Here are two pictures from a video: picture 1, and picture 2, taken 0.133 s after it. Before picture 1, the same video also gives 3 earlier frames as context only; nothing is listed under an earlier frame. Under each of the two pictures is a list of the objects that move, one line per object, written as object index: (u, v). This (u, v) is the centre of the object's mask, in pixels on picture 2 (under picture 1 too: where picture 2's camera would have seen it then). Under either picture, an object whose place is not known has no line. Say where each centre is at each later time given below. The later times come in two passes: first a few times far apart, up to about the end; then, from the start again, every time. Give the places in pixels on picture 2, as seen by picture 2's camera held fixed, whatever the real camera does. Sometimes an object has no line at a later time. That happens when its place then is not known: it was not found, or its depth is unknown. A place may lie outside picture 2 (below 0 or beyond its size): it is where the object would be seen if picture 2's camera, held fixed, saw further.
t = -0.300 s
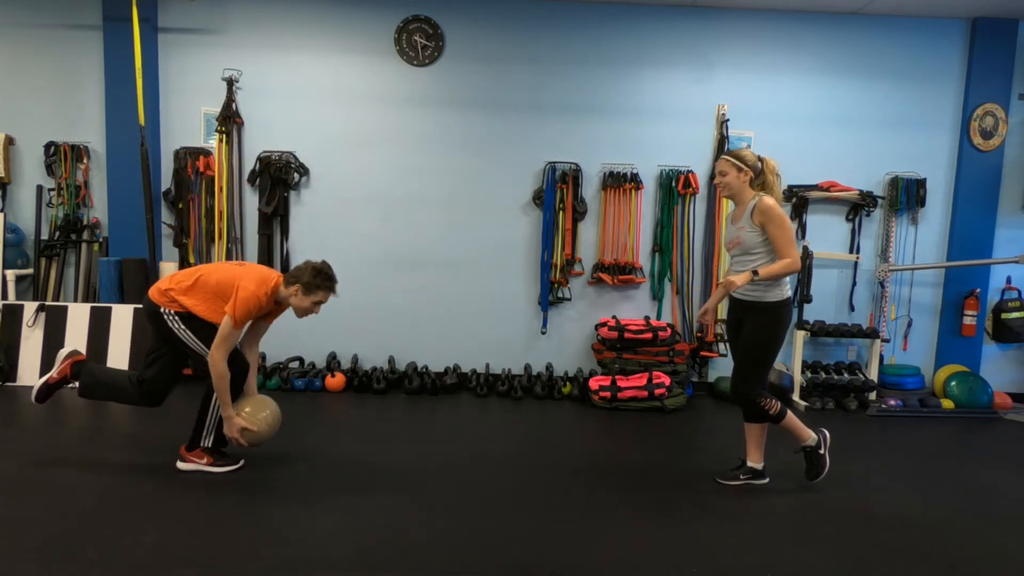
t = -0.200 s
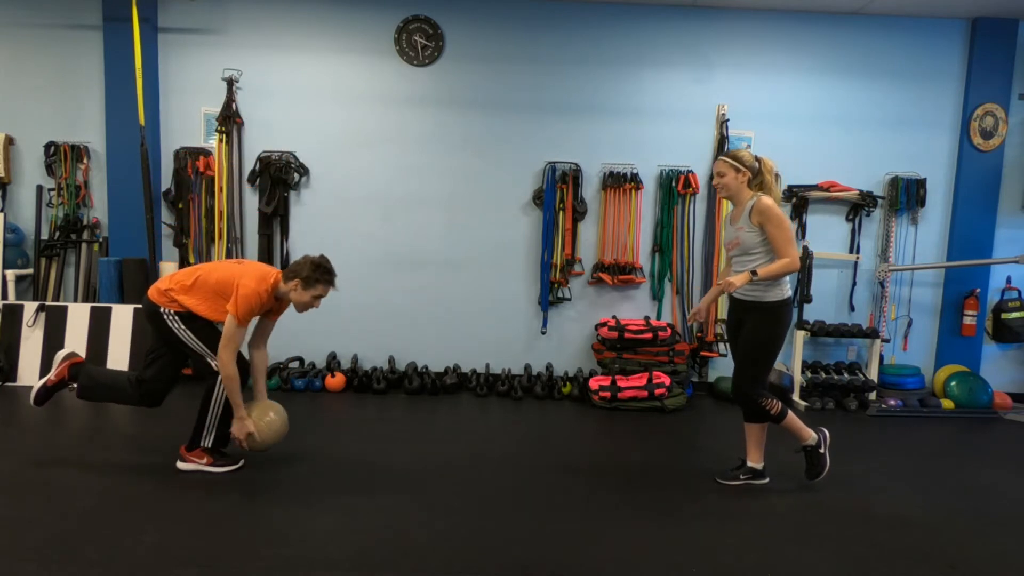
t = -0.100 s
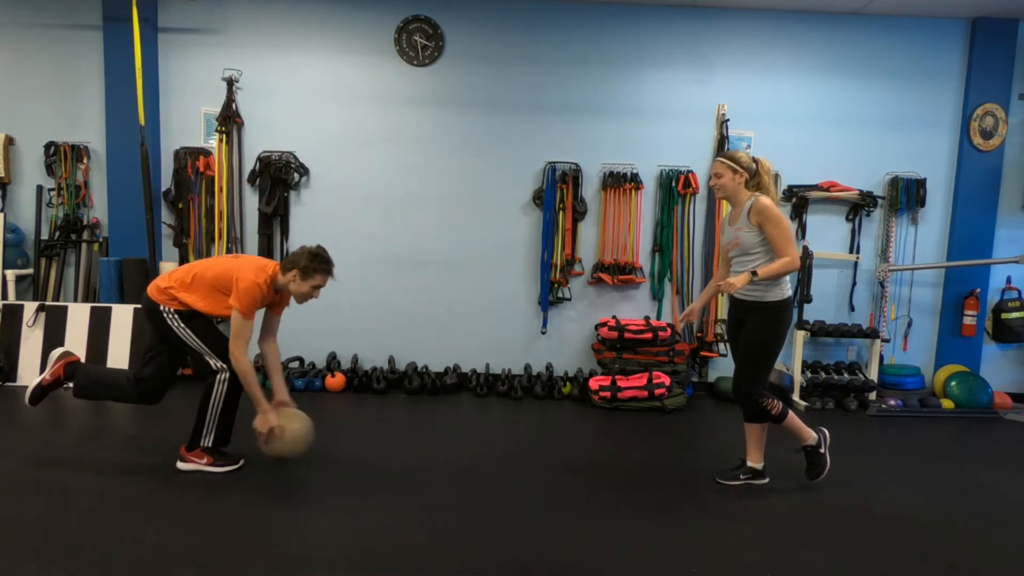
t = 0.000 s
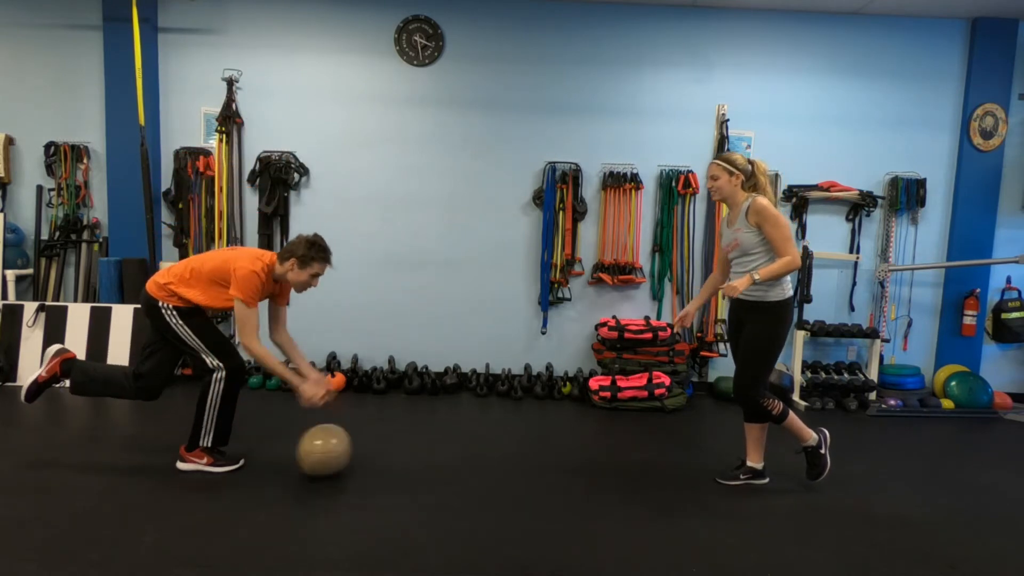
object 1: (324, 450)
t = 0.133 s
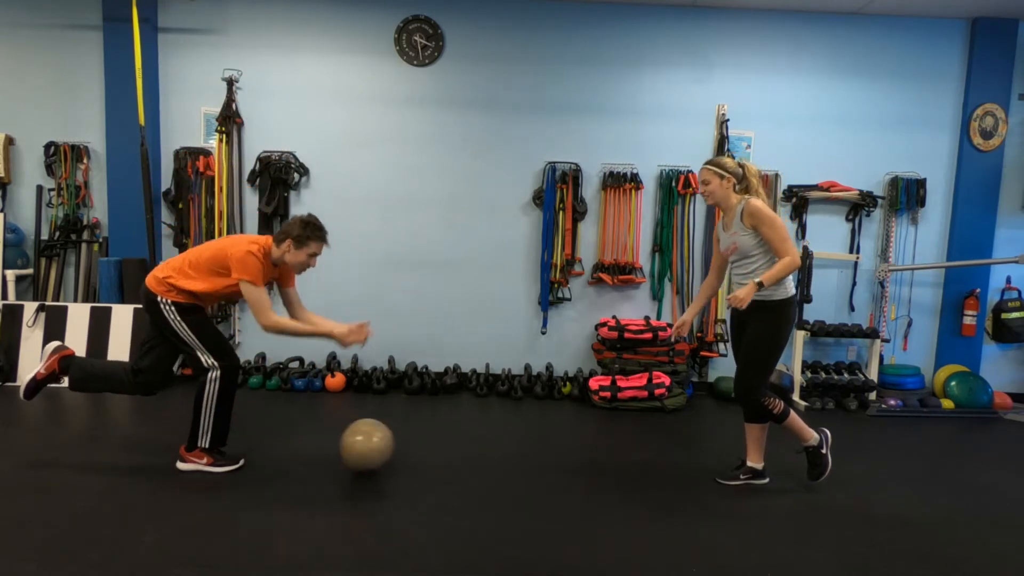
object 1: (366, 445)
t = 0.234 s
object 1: (399, 449)
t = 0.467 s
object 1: (477, 451)
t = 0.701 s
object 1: (538, 451)
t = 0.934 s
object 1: (600, 451)
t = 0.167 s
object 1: (377, 448)
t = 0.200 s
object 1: (388, 450)
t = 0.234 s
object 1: (399, 449)
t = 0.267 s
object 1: (411, 448)
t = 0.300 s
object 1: (422, 450)
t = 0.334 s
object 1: (434, 450)
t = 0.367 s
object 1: (445, 451)
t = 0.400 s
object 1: (456, 450)
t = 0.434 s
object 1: (467, 450)
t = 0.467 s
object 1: (477, 451)
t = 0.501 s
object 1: (486, 452)
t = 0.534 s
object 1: (495, 451)
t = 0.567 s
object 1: (504, 450)
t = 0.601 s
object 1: (512, 451)
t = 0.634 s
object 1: (521, 452)
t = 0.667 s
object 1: (529, 452)
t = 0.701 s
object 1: (538, 451)
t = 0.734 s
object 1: (547, 451)
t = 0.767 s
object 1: (555, 451)
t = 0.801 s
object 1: (565, 451)
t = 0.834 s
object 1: (574, 451)
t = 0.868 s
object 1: (583, 450)
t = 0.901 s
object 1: (592, 451)
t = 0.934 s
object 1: (600, 451)
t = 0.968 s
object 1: (608, 450)
